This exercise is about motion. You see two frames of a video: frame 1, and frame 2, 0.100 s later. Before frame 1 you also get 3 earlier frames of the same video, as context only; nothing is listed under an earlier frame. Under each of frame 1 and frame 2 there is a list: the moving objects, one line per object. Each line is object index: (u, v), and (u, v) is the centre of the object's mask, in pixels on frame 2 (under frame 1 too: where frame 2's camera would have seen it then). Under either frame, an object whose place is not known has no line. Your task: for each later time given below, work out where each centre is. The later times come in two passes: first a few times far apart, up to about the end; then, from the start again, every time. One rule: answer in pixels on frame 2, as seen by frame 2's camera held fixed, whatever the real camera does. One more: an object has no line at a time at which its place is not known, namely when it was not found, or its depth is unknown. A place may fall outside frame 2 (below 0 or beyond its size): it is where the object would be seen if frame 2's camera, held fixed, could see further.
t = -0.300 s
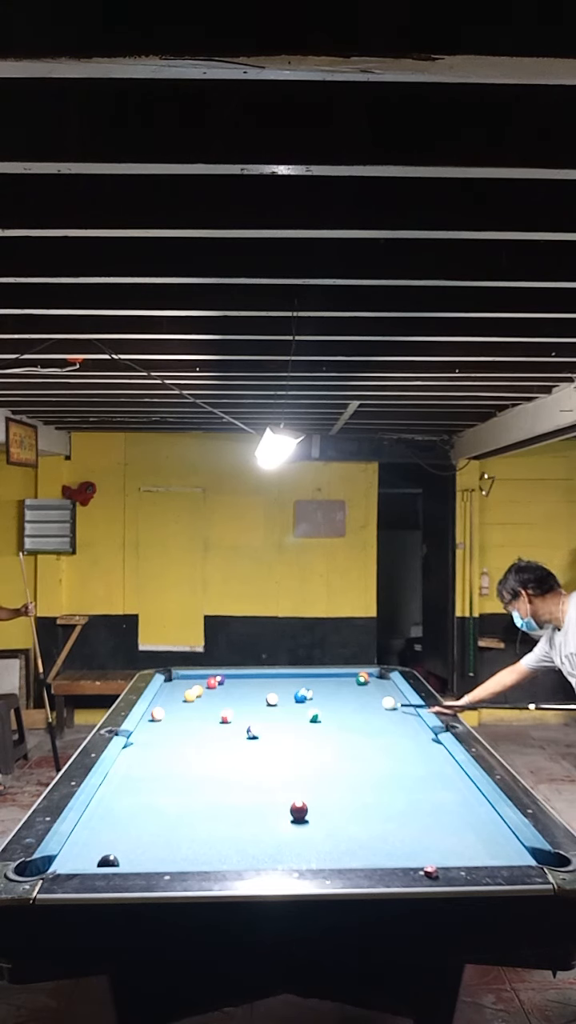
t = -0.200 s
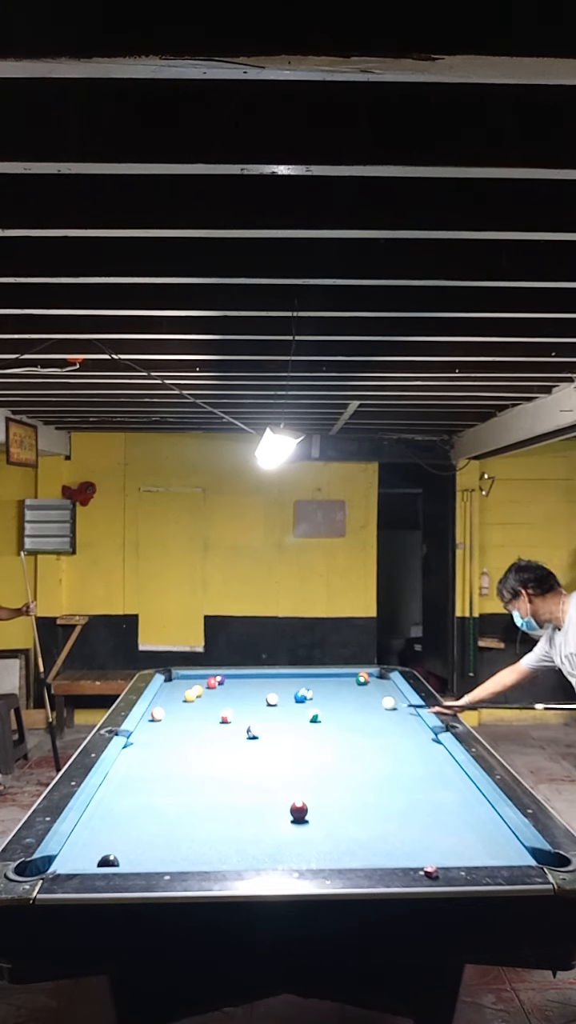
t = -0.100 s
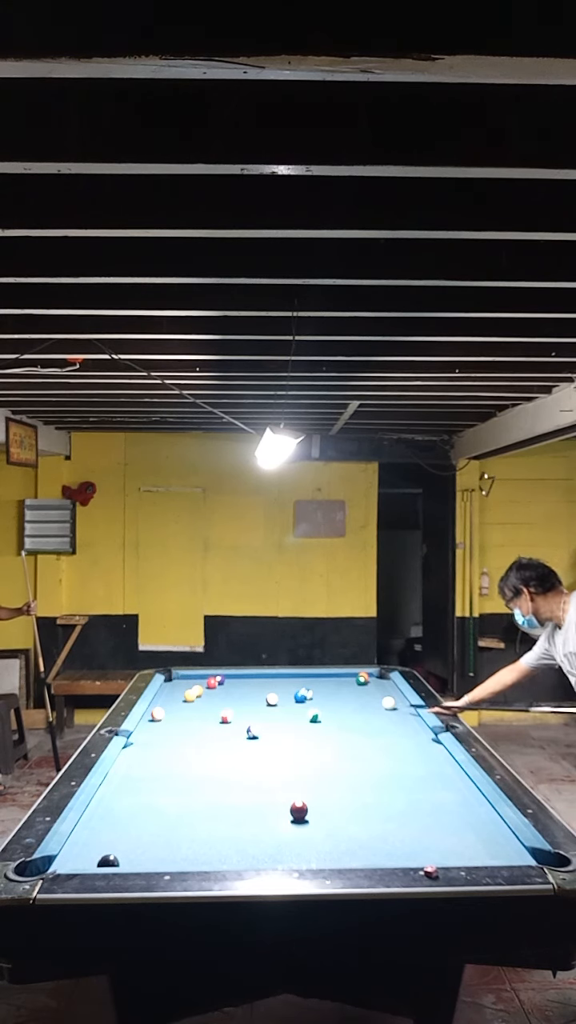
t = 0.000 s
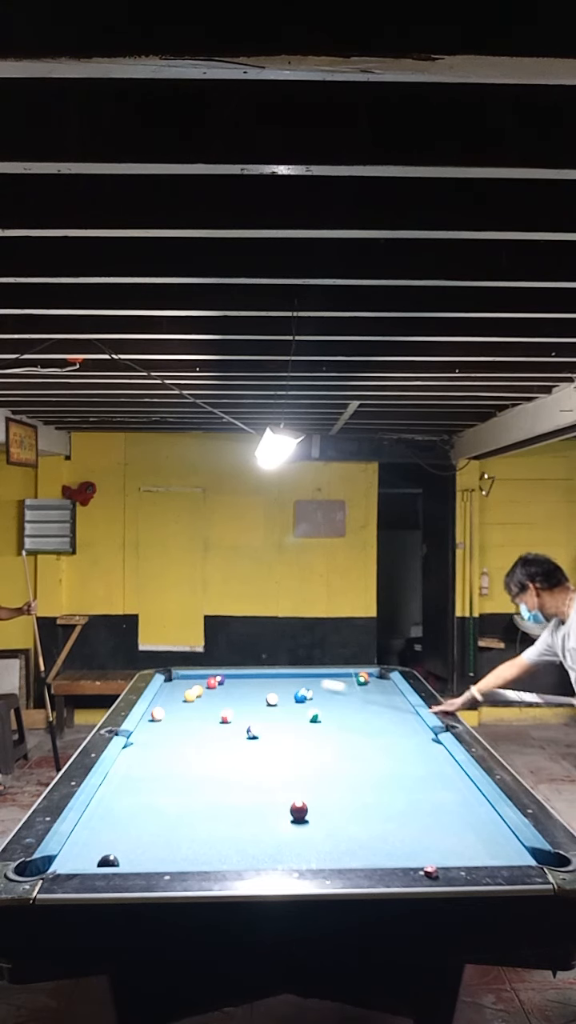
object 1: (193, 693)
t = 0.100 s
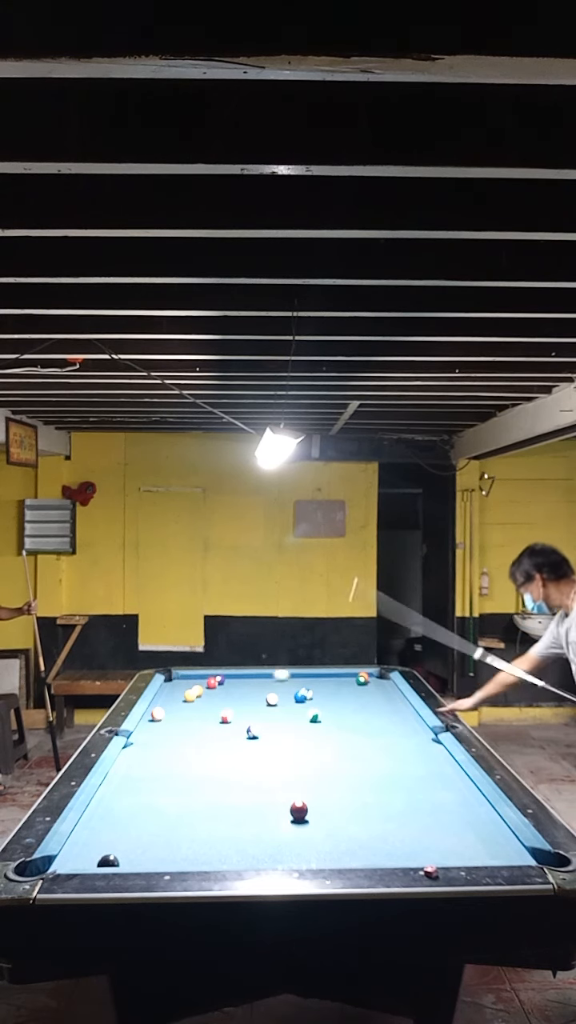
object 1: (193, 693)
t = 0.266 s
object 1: (193, 693)
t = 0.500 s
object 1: (193, 693)
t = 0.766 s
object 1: (193, 693)
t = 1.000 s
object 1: (193, 693)
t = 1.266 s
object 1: (193, 693)
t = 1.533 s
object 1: (193, 693)
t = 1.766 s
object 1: (193, 693)
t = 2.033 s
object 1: (193, 693)
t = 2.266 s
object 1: (193, 693)
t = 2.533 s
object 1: (193, 693)
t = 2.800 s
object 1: (181, 697)
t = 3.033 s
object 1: (171, 699)
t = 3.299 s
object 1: (160, 701)
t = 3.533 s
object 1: (160, 702)
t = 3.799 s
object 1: (165, 703)
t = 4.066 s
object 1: (170, 705)
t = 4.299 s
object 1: (173, 705)
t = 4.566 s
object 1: (176, 706)
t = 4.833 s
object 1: (178, 706)
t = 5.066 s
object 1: (180, 707)
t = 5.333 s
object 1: (181, 707)
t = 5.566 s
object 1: (181, 707)
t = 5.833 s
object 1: (181, 707)
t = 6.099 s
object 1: (180, 707)
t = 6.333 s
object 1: (180, 707)
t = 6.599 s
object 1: (180, 707)
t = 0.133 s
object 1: (193, 693)
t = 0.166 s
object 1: (193, 693)
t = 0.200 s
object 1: (193, 693)
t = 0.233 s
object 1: (193, 693)
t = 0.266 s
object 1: (193, 693)
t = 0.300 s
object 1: (193, 693)
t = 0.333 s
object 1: (193, 693)
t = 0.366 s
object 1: (193, 693)
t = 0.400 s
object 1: (193, 693)
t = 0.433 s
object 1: (193, 693)
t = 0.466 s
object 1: (193, 693)
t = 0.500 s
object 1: (193, 693)
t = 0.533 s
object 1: (193, 693)
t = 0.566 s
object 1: (193, 693)
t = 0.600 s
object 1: (193, 693)
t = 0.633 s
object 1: (193, 693)
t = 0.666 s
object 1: (193, 693)
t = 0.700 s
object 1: (193, 693)
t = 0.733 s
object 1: (193, 693)
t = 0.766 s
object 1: (193, 693)
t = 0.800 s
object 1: (193, 693)
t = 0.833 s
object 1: (193, 693)
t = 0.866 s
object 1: (193, 693)
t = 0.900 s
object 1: (193, 693)
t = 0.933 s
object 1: (193, 693)
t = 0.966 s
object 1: (193, 693)
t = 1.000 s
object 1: (193, 693)
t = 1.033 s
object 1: (193, 693)
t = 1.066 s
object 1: (193, 693)
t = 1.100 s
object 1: (193, 693)
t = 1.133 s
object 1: (193, 693)
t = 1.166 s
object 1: (193, 693)
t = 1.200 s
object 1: (193, 693)
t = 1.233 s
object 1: (193, 693)
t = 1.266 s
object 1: (193, 693)
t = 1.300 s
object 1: (193, 693)
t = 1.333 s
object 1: (193, 693)
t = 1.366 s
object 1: (193, 693)
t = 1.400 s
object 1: (193, 693)
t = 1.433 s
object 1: (193, 693)
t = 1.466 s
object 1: (193, 693)
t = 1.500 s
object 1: (193, 693)
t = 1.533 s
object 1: (193, 693)
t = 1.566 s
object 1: (193, 693)
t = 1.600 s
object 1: (193, 693)
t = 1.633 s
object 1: (193, 693)
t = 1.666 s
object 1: (193, 693)
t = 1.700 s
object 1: (193, 693)
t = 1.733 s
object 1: (193, 693)
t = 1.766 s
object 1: (193, 693)
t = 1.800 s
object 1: (193, 693)
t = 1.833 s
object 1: (193, 693)
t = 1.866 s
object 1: (193, 693)
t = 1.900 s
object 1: (193, 693)
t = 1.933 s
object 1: (193, 693)
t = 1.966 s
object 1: (193, 693)
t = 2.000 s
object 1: (193, 693)
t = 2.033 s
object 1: (193, 693)
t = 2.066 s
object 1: (193, 693)
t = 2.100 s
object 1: (193, 693)
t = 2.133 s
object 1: (193, 693)
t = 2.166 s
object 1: (193, 693)
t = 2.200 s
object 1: (193, 693)
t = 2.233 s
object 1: (193, 693)
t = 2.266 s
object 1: (193, 693)
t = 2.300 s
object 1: (193, 693)
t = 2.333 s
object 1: (193, 693)
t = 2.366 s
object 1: (193, 693)
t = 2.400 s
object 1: (193, 693)
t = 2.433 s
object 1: (193, 693)
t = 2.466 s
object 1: (193, 693)
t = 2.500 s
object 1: (193, 693)
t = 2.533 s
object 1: (193, 693)
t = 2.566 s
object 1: (193, 693)
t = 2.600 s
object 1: (193, 693)
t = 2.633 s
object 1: (192, 693)
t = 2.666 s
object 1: (191, 692)
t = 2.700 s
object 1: (190, 692)
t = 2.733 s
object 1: (186, 694)
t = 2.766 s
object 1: (184, 694)
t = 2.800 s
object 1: (181, 697)
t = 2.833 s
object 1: (180, 697)
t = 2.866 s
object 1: (178, 698)
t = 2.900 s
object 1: (176, 698)
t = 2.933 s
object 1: (175, 699)
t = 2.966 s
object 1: (174, 699)
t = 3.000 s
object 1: (172, 699)
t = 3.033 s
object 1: (171, 699)
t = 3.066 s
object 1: (169, 700)
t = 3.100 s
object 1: (168, 700)
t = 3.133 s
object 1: (166, 700)
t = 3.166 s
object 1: (165, 700)
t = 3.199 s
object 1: (164, 700)
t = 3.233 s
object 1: (163, 701)
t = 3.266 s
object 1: (161, 701)
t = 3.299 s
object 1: (160, 701)
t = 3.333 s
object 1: (159, 701)
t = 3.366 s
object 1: (157, 701)
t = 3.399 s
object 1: (157, 702)
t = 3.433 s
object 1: (157, 702)
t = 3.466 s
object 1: (158, 702)
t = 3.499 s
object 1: (158, 702)
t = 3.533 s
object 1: (160, 702)
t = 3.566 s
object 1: (160, 702)
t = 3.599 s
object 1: (161, 702)
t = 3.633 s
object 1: (162, 703)
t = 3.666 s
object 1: (162, 703)
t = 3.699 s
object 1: (163, 703)
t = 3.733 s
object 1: (164, 703)
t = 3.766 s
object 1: (164, 703)
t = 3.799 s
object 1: (165, 703)
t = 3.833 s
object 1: (166, 704)
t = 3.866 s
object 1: (166, 704)
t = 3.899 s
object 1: (167, 704)
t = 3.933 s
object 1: (167, 704)
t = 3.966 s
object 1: (168, 704)
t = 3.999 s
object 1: (168, 704)
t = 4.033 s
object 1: (169, 705)
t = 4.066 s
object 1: (170, 705)
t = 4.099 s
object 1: (170, 705)
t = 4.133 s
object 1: (170, 705)
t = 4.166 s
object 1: (171, 705)
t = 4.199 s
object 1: (171, 705)
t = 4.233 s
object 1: (172, 705)
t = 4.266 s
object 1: (173, 705)
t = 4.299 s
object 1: (173, 705)
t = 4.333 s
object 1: (173, 705)
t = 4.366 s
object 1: (174, 706)
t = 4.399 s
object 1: (174, 706)
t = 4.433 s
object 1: (174, 706)
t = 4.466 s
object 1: (175, 706)
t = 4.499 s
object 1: (175, 706)
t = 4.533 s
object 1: (176, 706)
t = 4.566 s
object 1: (176, 706)
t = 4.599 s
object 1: (176, 706)
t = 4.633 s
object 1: (177, 706)
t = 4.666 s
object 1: (177, 706)
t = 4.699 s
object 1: (177, 706)
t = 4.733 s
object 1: (178, 707)
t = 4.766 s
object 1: (178, 706)
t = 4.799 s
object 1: (178, 707)
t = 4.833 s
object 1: (178, 706)
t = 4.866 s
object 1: (179, 707)
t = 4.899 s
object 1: (179, 707)
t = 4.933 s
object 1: (179, 707)
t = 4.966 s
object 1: (180, 707)
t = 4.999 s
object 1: (180, 707)
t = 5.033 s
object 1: (180, 707)
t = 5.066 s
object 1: (180, 707)
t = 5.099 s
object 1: (180, 707)
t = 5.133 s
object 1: (180, 707)
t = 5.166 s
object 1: (181, 707)
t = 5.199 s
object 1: (181, 707)
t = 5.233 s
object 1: (181, 707)
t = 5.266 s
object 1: (181, 707)
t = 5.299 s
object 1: (181, 707)
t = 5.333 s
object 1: (181, 707)
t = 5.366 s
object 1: (181, 707)
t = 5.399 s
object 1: (181, 707)
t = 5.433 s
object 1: (181, 707)
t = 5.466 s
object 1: (181, 707)
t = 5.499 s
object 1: (181, 707)
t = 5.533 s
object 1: (181, 707)
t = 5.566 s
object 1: (181, 707)
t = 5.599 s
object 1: (181, 707)
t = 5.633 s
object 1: (181, 707)
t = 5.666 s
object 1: (181, 707)
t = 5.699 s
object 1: (181, 707)
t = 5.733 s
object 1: (181, 707)
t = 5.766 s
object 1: (181, 707)
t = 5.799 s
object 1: (181, 707)
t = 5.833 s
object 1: (181, 707)
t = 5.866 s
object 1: (180, 707)
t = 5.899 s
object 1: (180, 707)
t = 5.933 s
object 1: (180, 707)
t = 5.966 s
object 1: (180, 707)
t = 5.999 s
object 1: (180, 707)
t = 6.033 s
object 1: (180, 707)
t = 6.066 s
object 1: (180, 707)
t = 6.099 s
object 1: (180, 707)
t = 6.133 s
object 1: (180, 707)
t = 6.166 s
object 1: (180, 707)
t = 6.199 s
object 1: (180, 707)
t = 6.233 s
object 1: (180, 707)
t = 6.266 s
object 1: (180, 707)
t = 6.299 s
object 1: (180, 707)
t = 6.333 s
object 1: (180, 707)
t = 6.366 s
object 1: (180, 707)
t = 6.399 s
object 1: (180, 707)
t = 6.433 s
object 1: (180, 707)
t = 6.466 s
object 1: (180, 707)
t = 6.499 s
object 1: (180, 707)
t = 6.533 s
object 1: (180, 707)
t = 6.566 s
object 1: (180, 707)
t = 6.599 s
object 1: (180, 707)
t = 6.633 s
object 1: (180, 707)
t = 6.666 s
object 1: (180, 707)
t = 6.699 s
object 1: (180, 707)
